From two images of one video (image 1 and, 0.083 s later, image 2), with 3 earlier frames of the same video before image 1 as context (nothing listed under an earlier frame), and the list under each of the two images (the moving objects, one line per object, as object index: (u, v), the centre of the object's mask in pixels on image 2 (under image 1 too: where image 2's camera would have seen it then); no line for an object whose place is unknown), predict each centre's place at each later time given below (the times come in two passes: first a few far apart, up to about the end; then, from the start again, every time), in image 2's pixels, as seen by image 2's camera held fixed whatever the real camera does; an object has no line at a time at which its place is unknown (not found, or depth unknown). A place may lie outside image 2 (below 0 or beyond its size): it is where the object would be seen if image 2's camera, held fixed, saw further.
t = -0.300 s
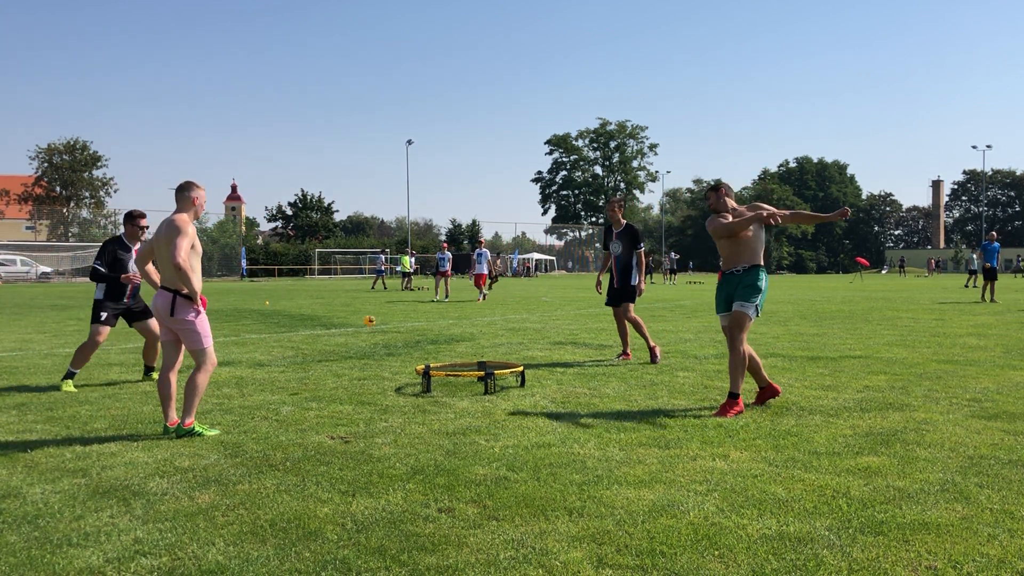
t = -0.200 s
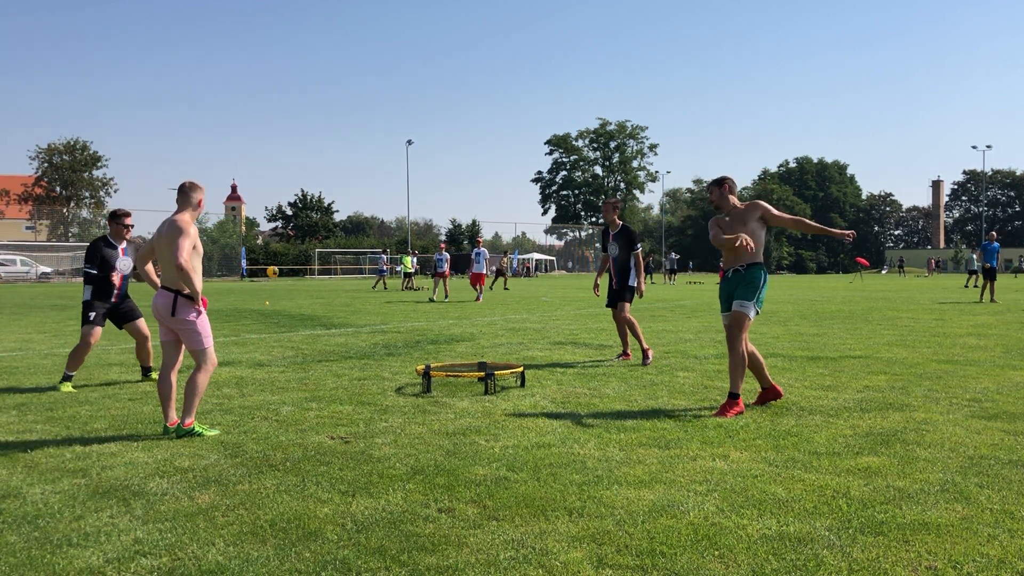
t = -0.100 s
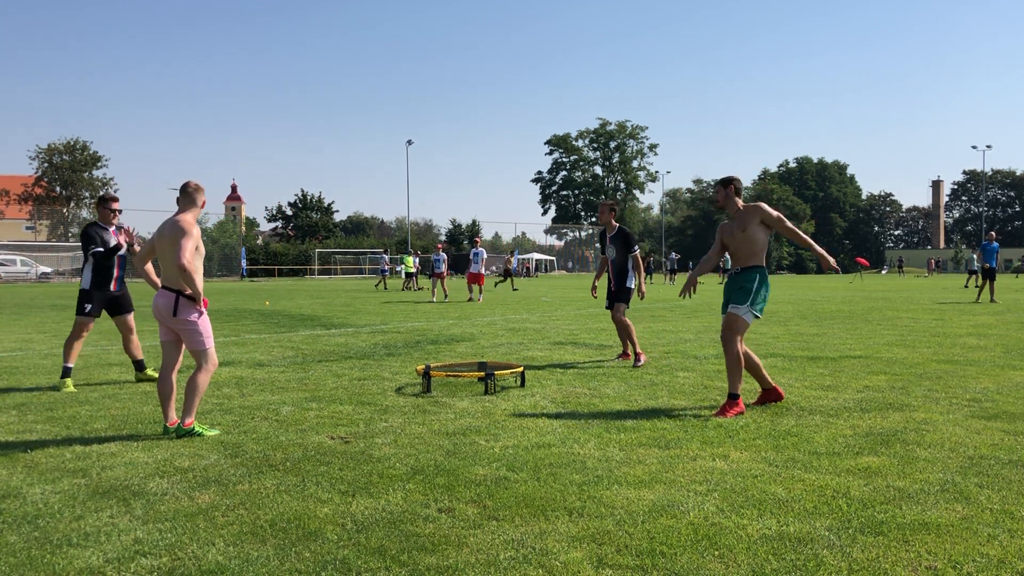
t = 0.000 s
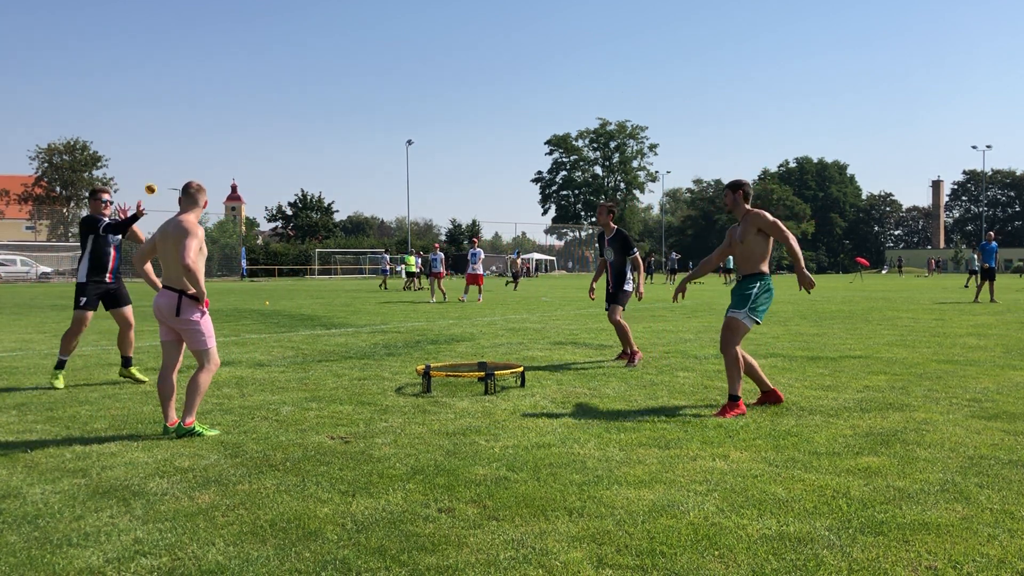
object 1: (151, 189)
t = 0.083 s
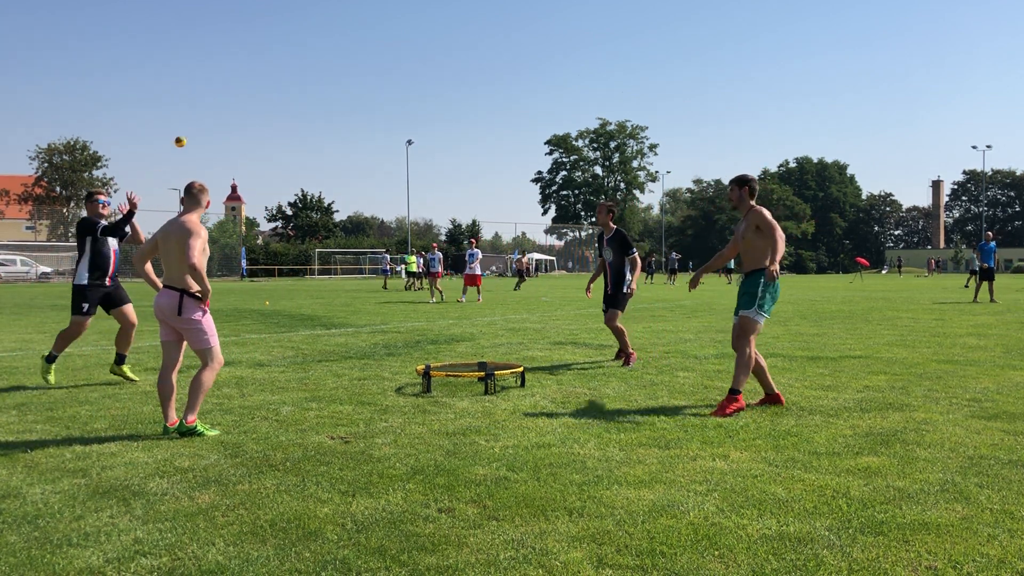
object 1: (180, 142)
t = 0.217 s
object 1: (227, 83)
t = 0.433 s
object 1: (302, 30)
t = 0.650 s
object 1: (378, 31)
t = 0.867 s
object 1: (455, 86)
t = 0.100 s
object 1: (186, 133)
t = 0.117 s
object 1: (191, 125)
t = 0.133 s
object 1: (197, 117)
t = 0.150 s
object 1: (203, 110)
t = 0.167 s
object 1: (209, 102)
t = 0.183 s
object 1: (215, 95)
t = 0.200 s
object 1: (221, 89)
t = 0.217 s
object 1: (227, 83)
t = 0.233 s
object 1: (232, 77)
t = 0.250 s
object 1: (238, 71)
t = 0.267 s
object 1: (244, 66)
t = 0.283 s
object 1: (250, 61)
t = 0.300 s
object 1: (256, 56)
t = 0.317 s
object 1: (262, 52)
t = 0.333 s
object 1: (267, 48)
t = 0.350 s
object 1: (273, 44)
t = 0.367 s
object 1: (279, 41)
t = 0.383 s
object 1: (285, 37)
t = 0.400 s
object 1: (290, 35)
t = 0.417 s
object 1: (296, 32)
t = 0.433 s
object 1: (302, 30)
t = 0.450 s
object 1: (308, 28)
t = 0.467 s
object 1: (314, 27)
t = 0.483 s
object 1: (319, 26)
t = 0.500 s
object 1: (325, 25)
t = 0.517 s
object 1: (331, 24)
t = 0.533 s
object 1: (337, 24)
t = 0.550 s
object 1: (343, 24)
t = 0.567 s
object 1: (349, 24)
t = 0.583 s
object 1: (355, 25)
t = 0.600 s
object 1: (361, 26)
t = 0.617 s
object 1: (366, 27)
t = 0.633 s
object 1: (372, 29)
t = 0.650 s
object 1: (378, 31)
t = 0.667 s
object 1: (384, 33)
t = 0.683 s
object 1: (390, 36)
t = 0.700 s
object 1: (396, 39)
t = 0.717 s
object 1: (402, 43)
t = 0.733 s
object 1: (408, 46)
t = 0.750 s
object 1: (413, 50)
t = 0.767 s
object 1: (419, 54)
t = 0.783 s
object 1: (425, 59)
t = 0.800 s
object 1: (431, 63)
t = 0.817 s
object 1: (437, 68)
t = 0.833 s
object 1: (443, 74)
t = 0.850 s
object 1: (449, 80)
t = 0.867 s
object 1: (455, 86)
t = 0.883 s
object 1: (461, 92)
